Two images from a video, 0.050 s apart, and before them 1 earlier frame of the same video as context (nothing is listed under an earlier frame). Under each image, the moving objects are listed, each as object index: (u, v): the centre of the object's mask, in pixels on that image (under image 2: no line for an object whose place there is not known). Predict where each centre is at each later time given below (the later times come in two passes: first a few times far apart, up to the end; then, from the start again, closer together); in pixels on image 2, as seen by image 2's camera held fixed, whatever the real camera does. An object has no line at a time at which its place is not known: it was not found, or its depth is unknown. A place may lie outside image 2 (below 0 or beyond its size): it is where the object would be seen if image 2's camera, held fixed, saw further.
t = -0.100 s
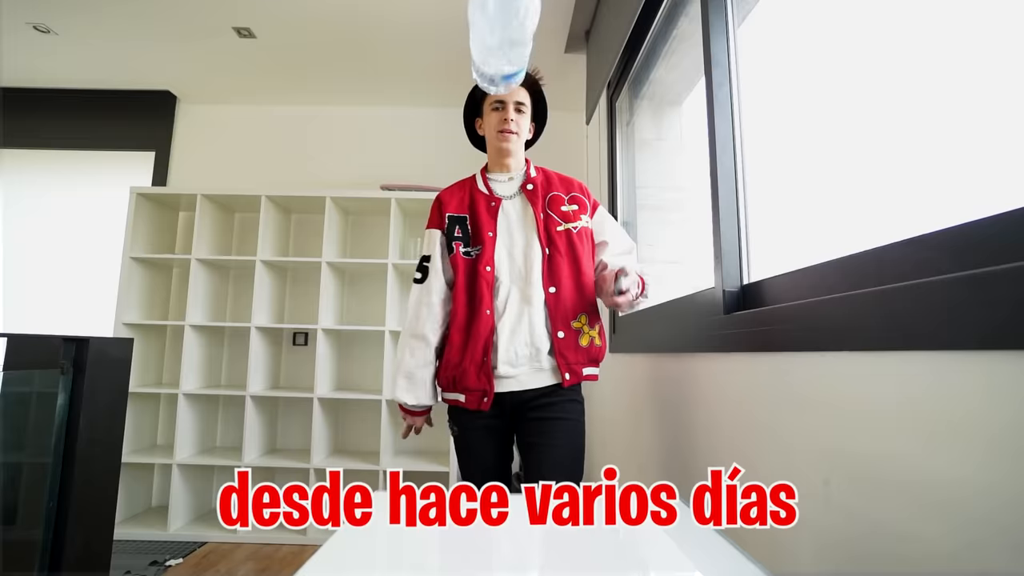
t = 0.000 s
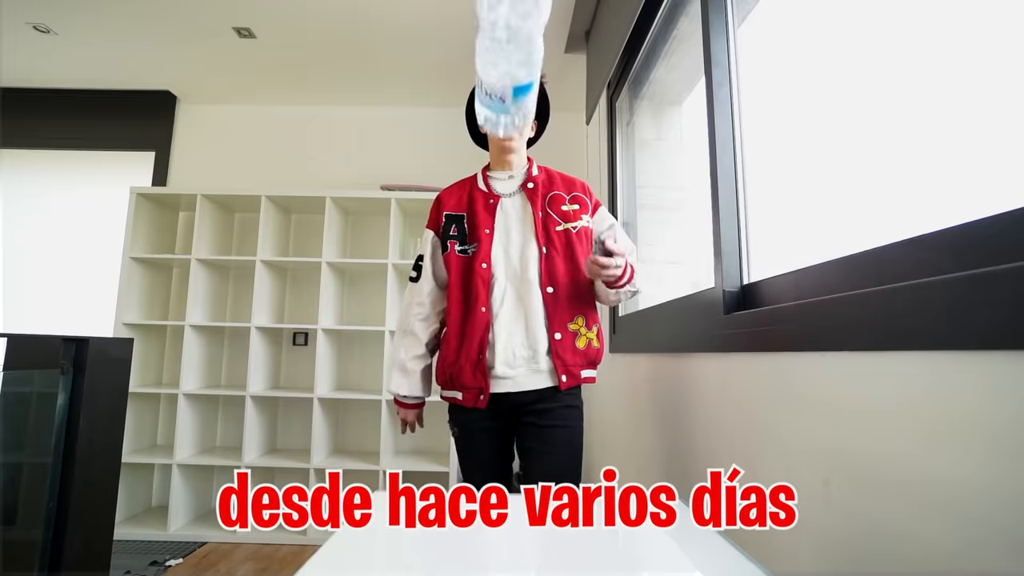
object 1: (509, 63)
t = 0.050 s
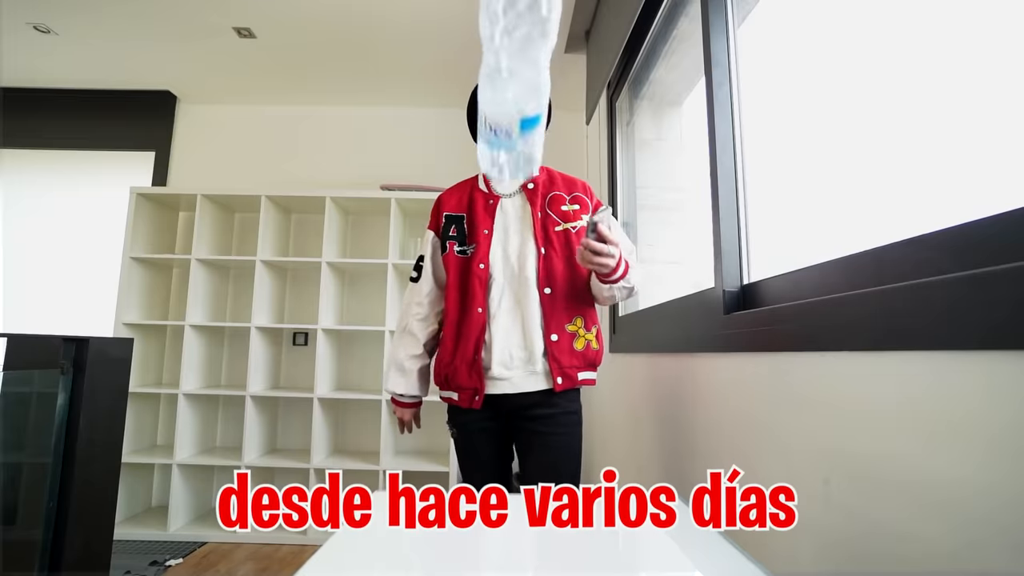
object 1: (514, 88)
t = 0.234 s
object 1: (535, 398)
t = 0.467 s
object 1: (530, 406)
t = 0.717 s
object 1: (531, 406)
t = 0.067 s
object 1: (516, 91)
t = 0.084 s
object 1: (519, 102)
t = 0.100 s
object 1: (522, 120)
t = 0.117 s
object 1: (523, 131)
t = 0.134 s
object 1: (525, 158)
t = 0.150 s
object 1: (528, 198)
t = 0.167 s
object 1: (529, 220)
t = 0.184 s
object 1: (530, 280)
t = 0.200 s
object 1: (531, 340)
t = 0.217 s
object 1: (533, 372)
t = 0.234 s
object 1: (535, 398)
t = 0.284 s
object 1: (534, 398)
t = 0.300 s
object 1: (532, 403)
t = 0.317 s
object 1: (531, 406)
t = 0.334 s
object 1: (529, 407)
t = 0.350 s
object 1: (528, 407)
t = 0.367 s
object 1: (528, 406)
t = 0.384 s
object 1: (528, 404)
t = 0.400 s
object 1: (528, 404)
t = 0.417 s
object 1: (529, 403)
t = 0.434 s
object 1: (531, 404)
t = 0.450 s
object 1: (530, 404)
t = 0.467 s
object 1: (530, 406)
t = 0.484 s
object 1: (530, 406)
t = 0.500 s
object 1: (530, 406)
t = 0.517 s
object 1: (531, 406)
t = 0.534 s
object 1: (530, 406)
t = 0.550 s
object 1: (530, 406)
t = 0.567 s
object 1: (530, 406)
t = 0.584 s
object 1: (530, 406)
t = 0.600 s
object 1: (530, 406)
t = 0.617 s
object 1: (530, 406)
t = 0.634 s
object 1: (530, 406)
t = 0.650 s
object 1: (530, 406)
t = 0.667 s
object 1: (530, 406)
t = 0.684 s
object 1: (530, 406)
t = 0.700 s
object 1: (530, 406)
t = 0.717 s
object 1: (531, 406)
